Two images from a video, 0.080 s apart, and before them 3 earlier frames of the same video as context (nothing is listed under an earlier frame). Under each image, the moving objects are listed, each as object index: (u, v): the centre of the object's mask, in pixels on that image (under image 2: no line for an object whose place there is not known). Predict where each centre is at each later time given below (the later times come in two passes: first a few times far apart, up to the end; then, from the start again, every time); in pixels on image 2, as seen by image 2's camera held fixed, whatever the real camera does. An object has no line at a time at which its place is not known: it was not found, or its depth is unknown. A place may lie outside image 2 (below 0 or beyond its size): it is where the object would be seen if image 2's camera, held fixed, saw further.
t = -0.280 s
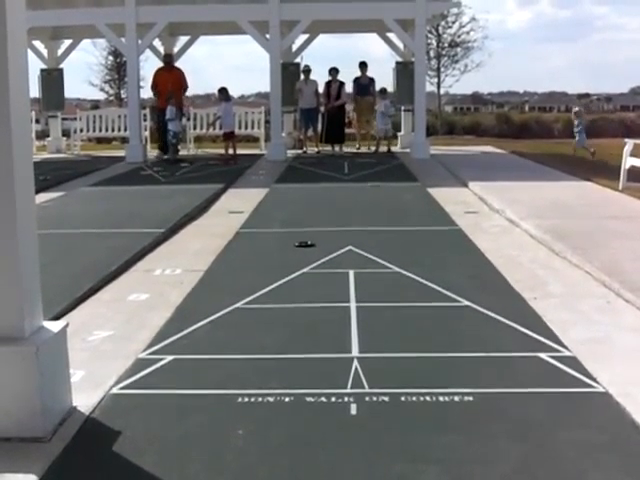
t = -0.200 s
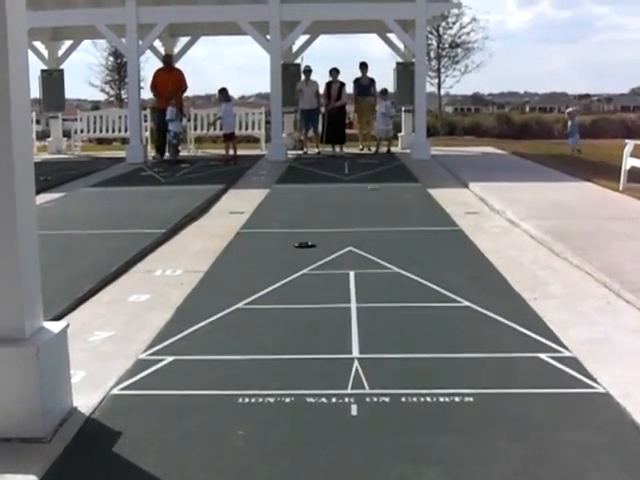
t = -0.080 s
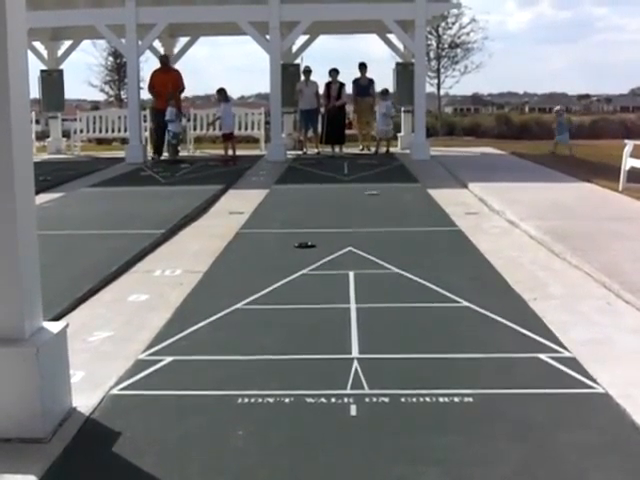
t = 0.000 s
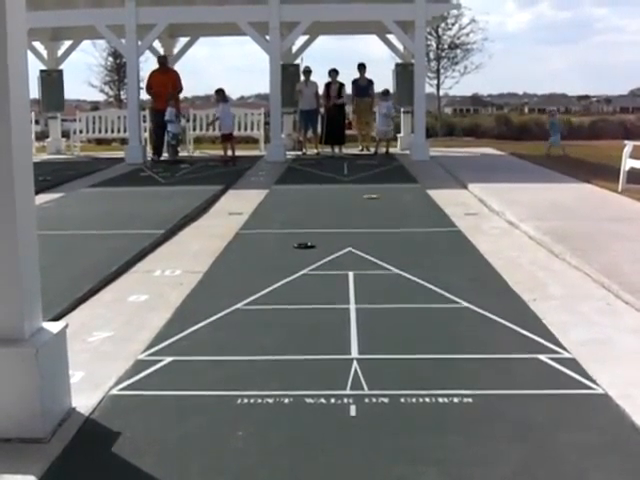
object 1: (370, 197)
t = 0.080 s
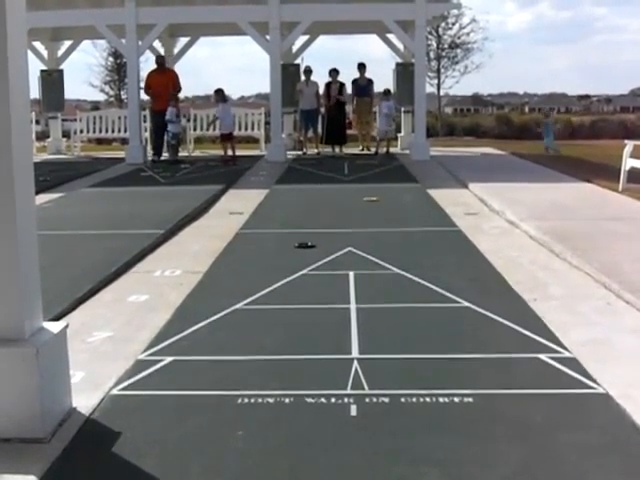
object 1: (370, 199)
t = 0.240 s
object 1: (368, 206)
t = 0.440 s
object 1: (367, 218)
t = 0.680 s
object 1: (364, 232)
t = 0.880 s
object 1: (363, 246)
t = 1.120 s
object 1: (361, 264)
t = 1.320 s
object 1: (357, 282)
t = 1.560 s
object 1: (353, 307)
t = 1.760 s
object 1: (350, 332)
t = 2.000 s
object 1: (344, 366)
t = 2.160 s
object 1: (340, 391)
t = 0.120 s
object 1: (370, 201)
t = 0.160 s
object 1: (369, 203)
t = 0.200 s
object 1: (369, 205)
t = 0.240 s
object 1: (368, 206)
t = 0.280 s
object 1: (368, 209)
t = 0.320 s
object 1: (368, 211)
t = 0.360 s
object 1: (367, 213)
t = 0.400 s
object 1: (366, 215)
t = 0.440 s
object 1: (367, 218)
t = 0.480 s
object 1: (366, 220)
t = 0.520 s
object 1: (366, 222)
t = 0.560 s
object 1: (366, 225)
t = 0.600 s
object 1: (365, 228)
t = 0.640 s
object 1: (364, 230)
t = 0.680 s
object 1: (364, 232)
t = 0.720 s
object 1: (364, 234)
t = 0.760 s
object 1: (363, 237)
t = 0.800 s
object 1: (363, 240)
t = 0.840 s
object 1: (363, 243)
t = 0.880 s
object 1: (363, 246)
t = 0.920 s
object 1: (363, 248)
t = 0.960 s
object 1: (362, 251)
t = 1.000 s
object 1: (361, 254)
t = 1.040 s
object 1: (361, 257)
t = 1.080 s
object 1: (360, 261)
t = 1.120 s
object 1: (361, 264)
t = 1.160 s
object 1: (359, 267)
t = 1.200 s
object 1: (359, 271)
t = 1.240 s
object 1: (359, 274)
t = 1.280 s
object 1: (358, 278)
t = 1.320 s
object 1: (357, 282)
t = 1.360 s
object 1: (357, 285)
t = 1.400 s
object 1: (356, 290)
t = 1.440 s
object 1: (355, 294)
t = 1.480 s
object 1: (354, 299)
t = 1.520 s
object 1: (354, 303)
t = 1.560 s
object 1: (353, 307)
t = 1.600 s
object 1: (352, 312)
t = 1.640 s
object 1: (352, 316)
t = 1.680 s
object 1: (351, 321)
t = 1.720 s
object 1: (351, 327)
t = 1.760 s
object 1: (350, 332)
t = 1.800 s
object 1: (349, 337)
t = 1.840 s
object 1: (348, 342)
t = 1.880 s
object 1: (347, 348)
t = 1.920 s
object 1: (346, 354)
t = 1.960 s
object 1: (345, 360)
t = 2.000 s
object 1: (344, 366)
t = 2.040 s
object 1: (343, 372)
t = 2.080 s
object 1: (342, 378)
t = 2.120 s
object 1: (340, 384)
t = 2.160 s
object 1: (340, 391)
